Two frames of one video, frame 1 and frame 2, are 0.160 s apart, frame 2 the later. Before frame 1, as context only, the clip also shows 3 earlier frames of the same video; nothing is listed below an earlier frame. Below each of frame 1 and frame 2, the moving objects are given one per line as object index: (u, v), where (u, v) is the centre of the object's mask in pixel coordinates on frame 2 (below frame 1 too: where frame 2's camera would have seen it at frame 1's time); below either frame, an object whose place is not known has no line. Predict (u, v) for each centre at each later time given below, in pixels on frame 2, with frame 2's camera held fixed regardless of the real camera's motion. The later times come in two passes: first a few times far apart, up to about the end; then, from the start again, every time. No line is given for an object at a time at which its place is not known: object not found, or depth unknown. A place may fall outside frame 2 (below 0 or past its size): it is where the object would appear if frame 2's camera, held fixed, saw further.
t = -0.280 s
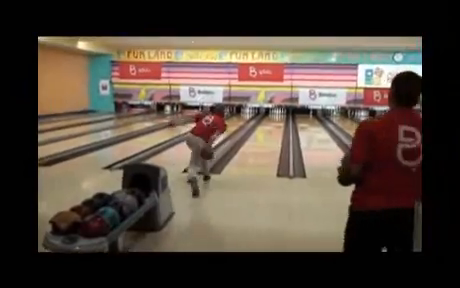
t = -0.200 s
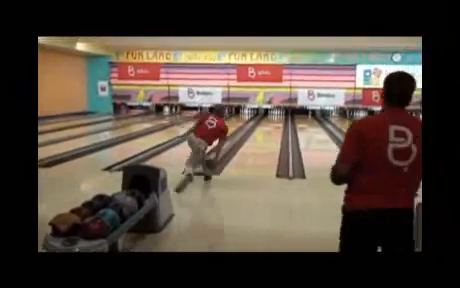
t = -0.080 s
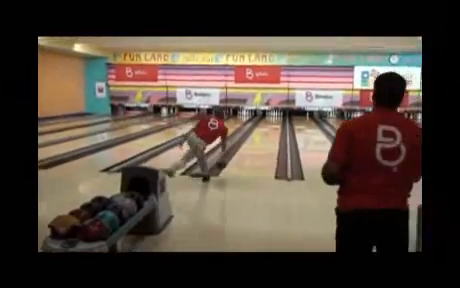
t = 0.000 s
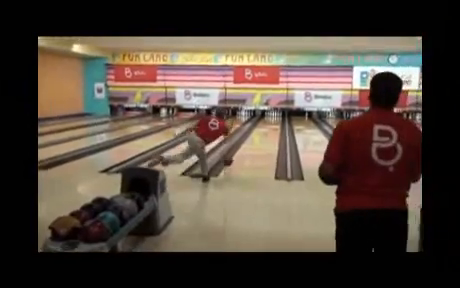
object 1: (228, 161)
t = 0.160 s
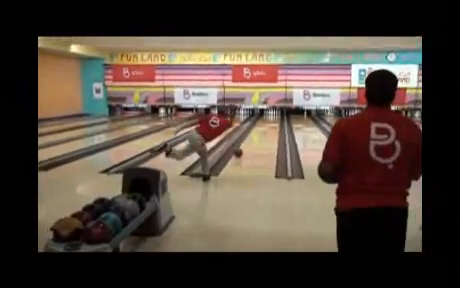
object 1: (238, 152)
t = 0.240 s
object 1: (242, 149)
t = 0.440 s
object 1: (251, 142)
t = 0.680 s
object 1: (259, 135)
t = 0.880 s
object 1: (264, 130)
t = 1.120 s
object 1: (269, 126)
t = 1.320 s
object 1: (271, 123)
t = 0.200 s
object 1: (240, 151)
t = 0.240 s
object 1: (242, 149)
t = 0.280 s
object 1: (244, 148)
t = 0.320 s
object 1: (246, 146)
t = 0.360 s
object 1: (248, 144)
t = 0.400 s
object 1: (249, 143)
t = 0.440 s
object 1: (251, 142)
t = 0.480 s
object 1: (252, 140)
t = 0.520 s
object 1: (254, 139)
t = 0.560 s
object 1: (255, 138)
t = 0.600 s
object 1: (257, 137)
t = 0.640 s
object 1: (258, 136)
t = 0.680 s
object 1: (259, 135)
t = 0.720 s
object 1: (260, 133)
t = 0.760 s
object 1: (261, 133)
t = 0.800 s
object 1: (262, 132)
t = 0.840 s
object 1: (263, 131)
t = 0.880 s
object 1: (264, 130)
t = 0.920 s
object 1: (265, 130)
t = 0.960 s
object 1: (266, 129)
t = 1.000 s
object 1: (267, 128)
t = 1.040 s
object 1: (267, 128)
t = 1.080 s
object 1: (268, 127)
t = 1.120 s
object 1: (269, 126)
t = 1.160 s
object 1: (269, 125)
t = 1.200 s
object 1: (270, 125)
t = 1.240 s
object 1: (270, 125)
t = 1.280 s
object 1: (271, 124)
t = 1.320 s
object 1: (271, 123)
